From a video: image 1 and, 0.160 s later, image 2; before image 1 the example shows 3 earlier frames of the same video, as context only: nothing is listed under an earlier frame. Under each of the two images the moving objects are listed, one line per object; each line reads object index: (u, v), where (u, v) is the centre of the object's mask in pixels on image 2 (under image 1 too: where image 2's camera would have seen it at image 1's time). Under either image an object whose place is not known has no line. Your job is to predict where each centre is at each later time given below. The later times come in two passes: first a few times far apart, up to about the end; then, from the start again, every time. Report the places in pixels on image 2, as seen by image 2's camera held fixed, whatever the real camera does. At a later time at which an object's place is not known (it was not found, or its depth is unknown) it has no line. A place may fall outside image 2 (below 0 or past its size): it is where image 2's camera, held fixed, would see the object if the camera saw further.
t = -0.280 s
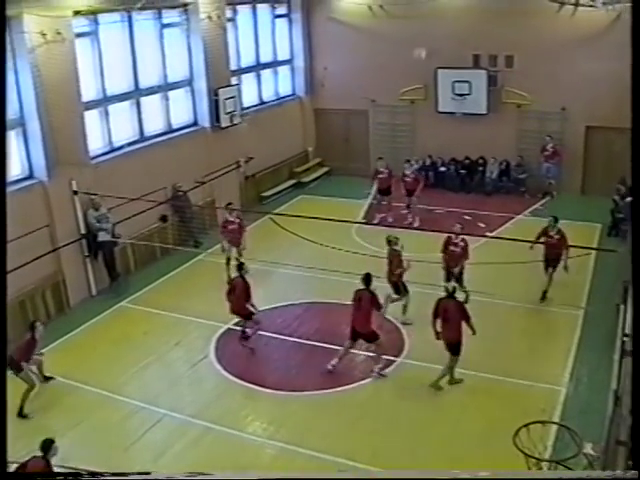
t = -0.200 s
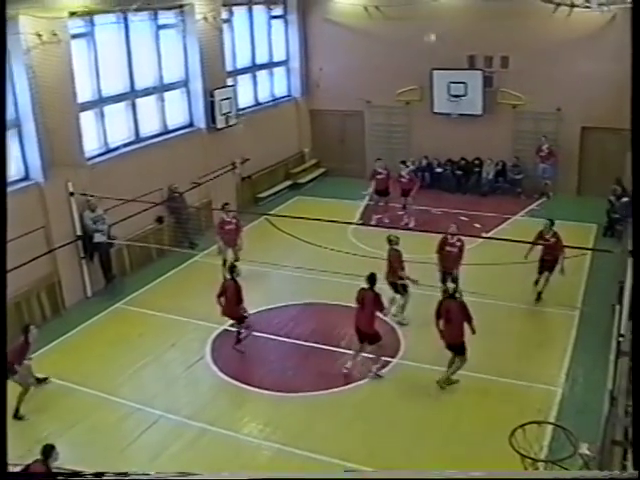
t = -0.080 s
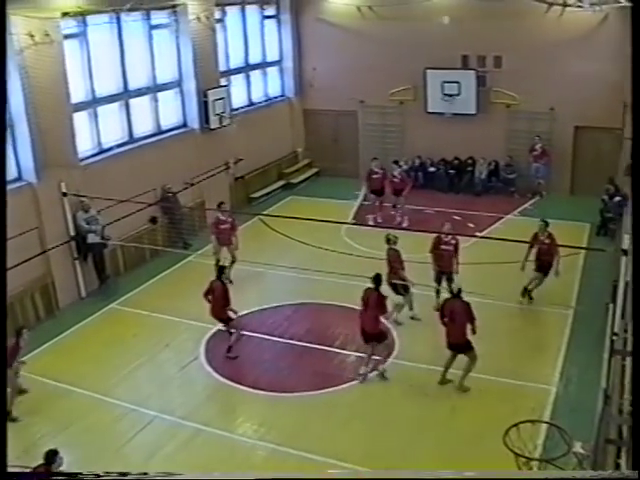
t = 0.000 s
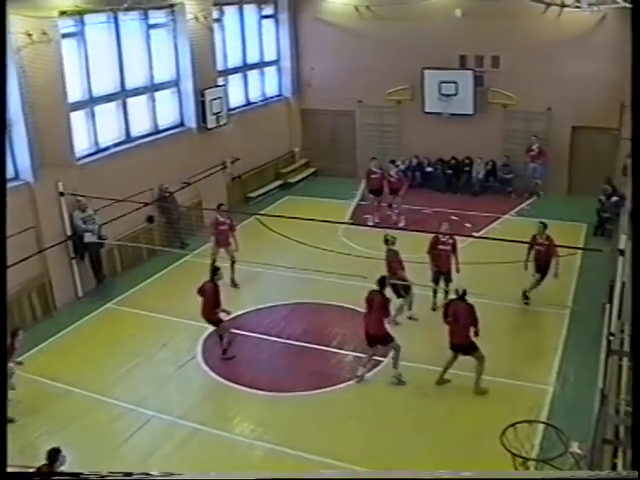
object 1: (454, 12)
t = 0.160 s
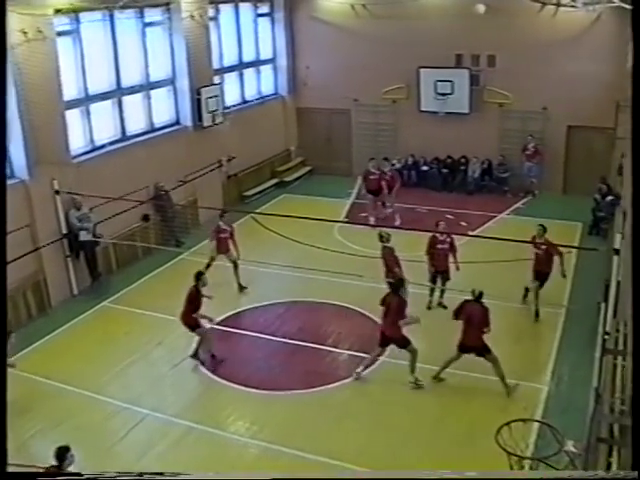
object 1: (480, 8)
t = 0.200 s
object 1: (486, 10)
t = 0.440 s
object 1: (526, 40)
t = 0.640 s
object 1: (557, 91)
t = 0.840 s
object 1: (583, 162)
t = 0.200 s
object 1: (486, 10)
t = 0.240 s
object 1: (493, 13)
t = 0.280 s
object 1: (500, 17)
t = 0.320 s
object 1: (506, 21)
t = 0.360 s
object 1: (514, 27)
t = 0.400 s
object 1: (519, 33)
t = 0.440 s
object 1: (526, 40)
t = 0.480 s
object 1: (532, 49)
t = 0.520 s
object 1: (539, 58)
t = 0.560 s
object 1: (545, 68)
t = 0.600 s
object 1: (551, 79)
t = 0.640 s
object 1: (557, 91)
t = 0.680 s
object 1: (563, 103)
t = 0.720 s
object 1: (568, 117)
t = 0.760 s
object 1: (573, 132)
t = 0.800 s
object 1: (578, 147)
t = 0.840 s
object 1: (583, 162)
